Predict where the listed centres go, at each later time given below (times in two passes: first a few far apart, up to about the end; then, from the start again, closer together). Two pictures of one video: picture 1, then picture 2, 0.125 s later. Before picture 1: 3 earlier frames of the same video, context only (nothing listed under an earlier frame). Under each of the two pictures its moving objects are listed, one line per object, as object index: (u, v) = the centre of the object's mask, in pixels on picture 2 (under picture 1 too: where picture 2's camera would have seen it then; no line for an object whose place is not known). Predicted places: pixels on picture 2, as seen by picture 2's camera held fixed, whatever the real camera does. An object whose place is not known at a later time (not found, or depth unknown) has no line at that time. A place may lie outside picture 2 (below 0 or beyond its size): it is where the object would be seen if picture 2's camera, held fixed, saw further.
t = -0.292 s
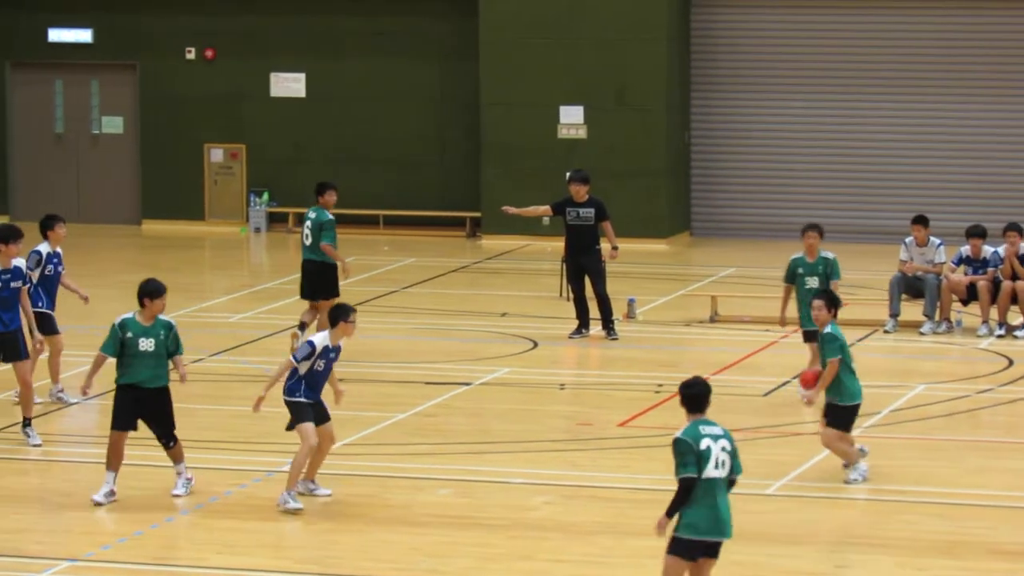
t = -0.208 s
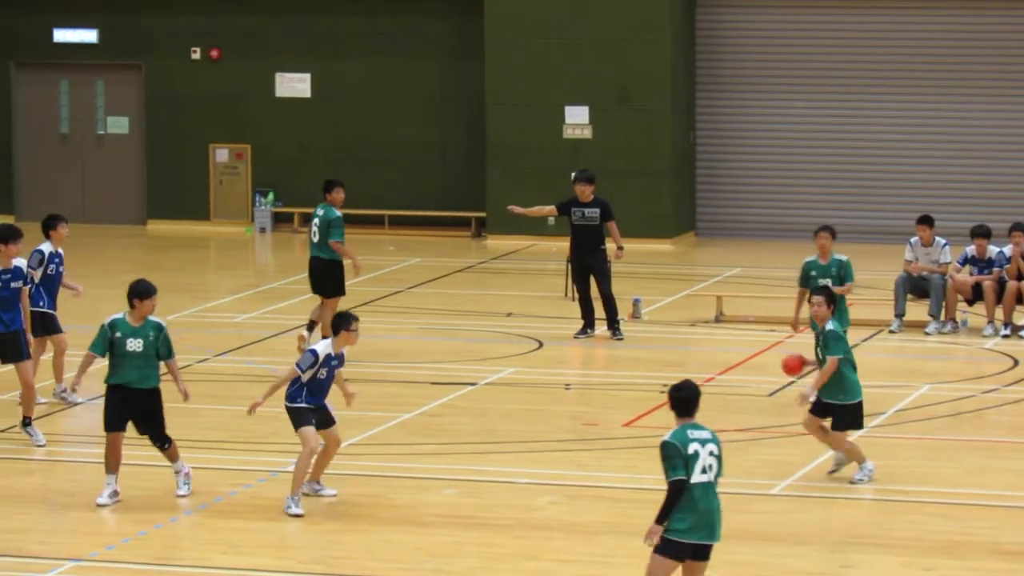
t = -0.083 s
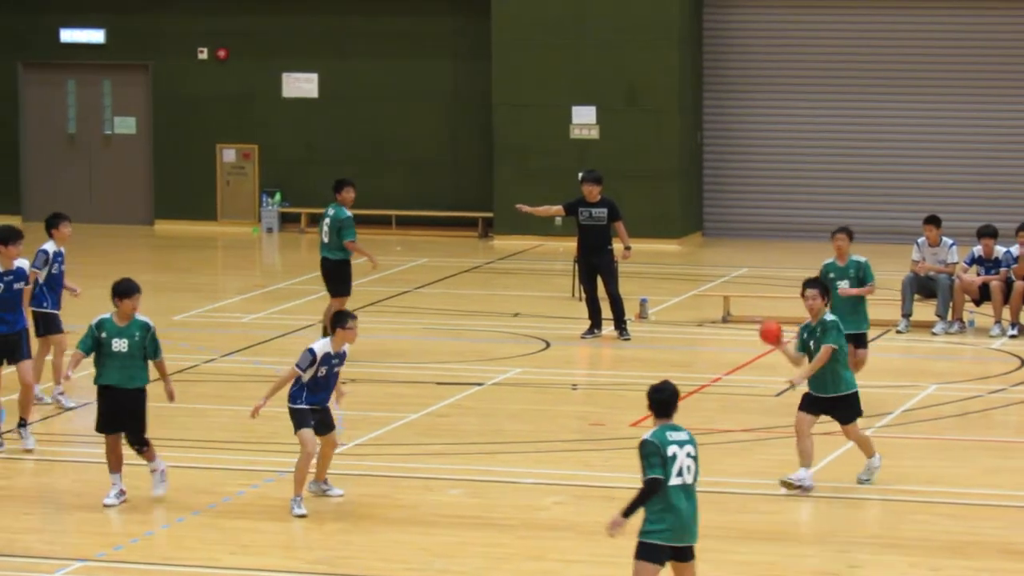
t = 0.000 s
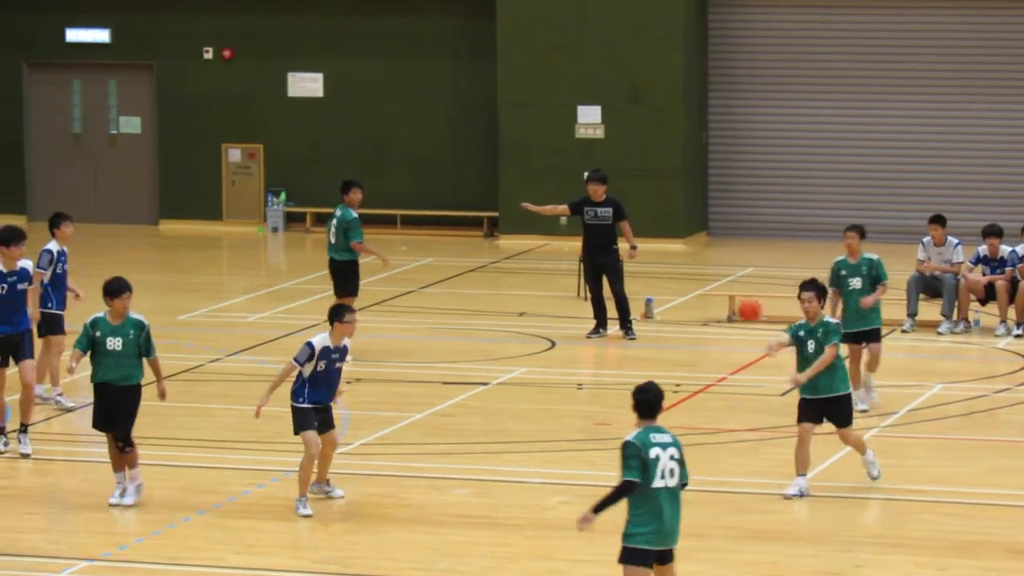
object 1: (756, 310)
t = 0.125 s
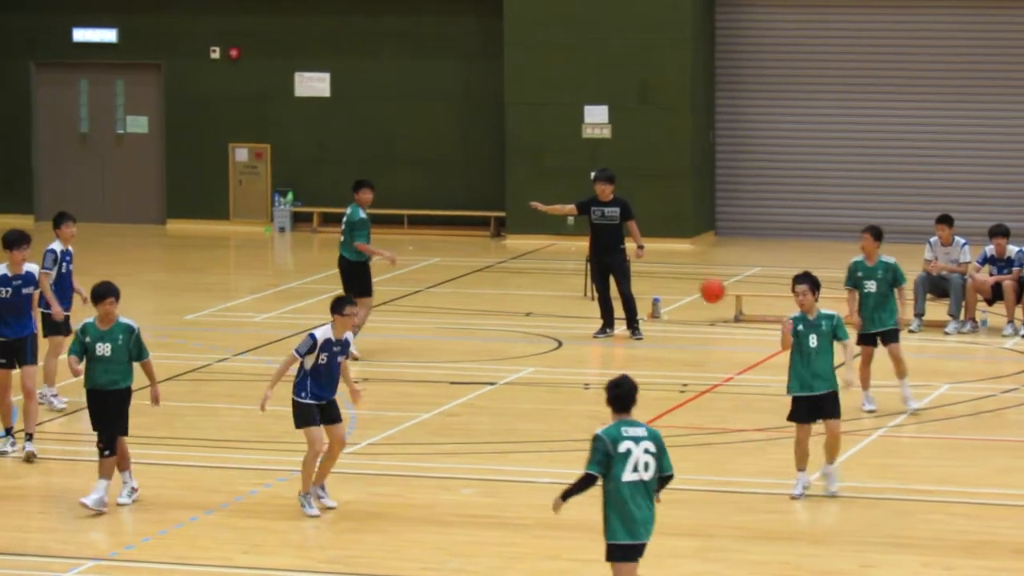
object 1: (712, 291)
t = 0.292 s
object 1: (650, 293)
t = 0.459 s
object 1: (580, 334)
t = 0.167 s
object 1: (697, 287)
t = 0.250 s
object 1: (666, 288)
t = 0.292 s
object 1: (650, 293)
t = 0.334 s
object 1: (633, 300)
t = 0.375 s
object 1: (616, 307)
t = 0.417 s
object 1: (599, 318)
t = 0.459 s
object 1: (580, 334)
